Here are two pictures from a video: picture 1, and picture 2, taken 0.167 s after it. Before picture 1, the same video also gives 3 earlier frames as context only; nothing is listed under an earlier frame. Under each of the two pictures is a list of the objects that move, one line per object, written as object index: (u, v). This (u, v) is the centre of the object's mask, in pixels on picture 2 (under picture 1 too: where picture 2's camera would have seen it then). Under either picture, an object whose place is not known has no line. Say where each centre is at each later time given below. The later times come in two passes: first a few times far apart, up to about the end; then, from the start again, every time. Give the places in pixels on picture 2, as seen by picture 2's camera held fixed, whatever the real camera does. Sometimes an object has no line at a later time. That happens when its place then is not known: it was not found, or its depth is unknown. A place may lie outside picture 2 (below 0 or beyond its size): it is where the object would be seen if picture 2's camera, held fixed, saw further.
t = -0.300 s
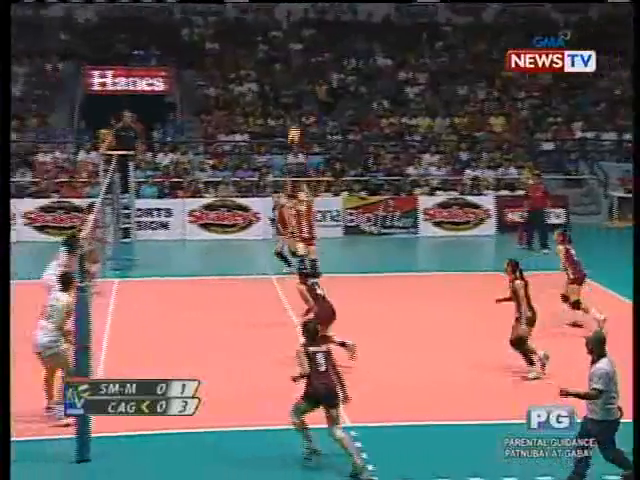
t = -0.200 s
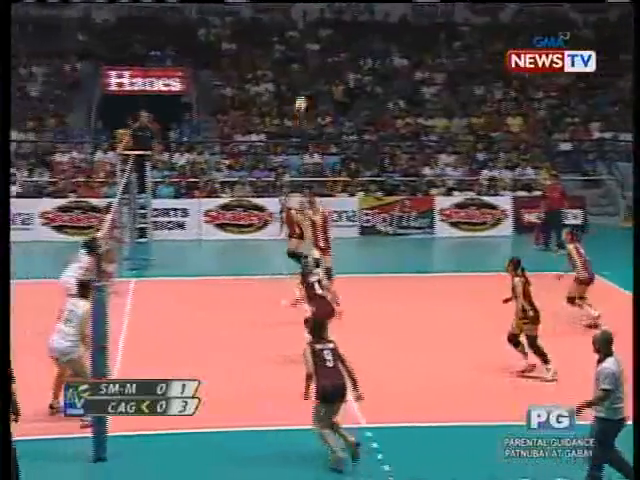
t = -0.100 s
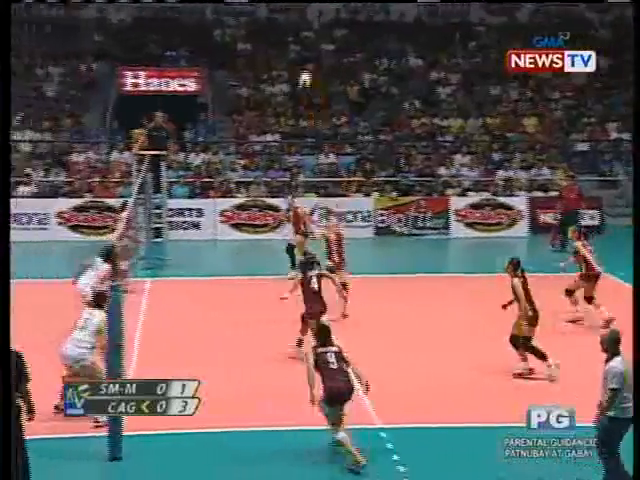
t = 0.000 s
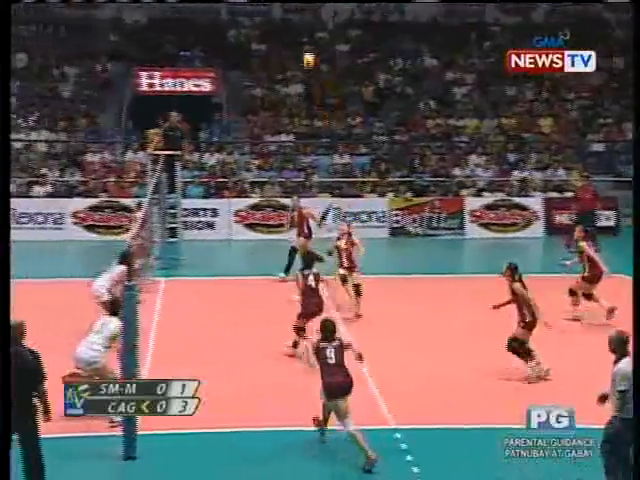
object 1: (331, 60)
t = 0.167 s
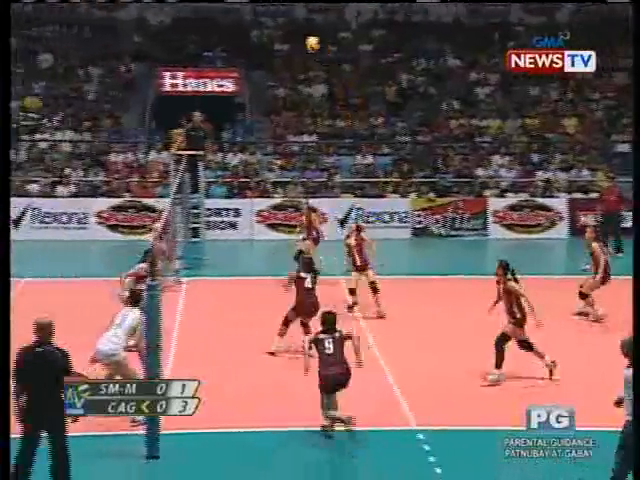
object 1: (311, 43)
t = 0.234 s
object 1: (303, 42)
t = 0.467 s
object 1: (275, 62)
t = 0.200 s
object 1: (307, 42)
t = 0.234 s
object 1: (303, 42)
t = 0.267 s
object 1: (300, 43)
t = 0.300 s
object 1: (296, 44)
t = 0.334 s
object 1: (292, 46)
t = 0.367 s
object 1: (287, 48)
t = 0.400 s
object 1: (283, 52)
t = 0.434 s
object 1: (279, 56)
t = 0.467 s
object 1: (275, 62)
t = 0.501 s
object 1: (271, 68)
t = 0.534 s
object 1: (267, 76)
